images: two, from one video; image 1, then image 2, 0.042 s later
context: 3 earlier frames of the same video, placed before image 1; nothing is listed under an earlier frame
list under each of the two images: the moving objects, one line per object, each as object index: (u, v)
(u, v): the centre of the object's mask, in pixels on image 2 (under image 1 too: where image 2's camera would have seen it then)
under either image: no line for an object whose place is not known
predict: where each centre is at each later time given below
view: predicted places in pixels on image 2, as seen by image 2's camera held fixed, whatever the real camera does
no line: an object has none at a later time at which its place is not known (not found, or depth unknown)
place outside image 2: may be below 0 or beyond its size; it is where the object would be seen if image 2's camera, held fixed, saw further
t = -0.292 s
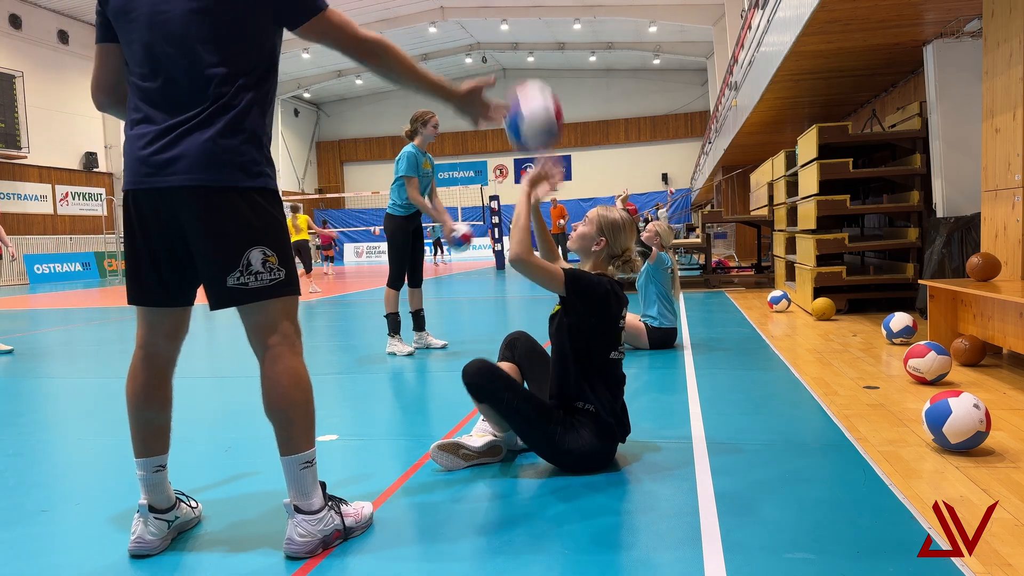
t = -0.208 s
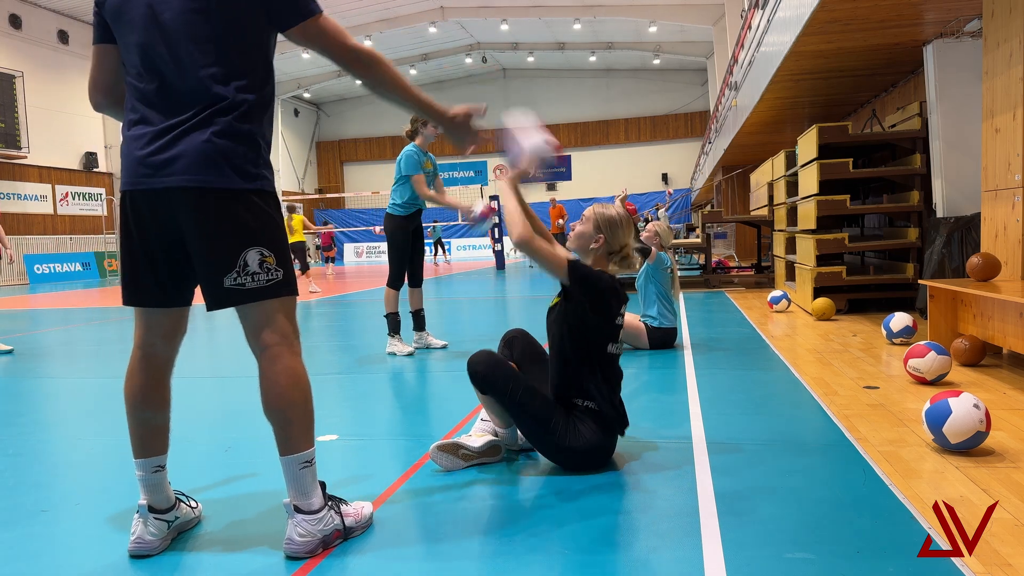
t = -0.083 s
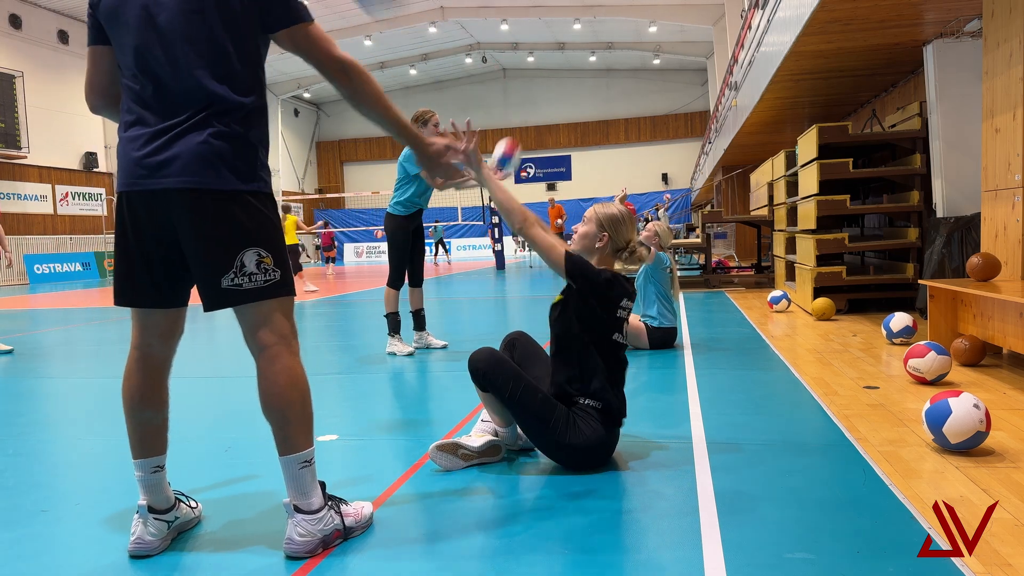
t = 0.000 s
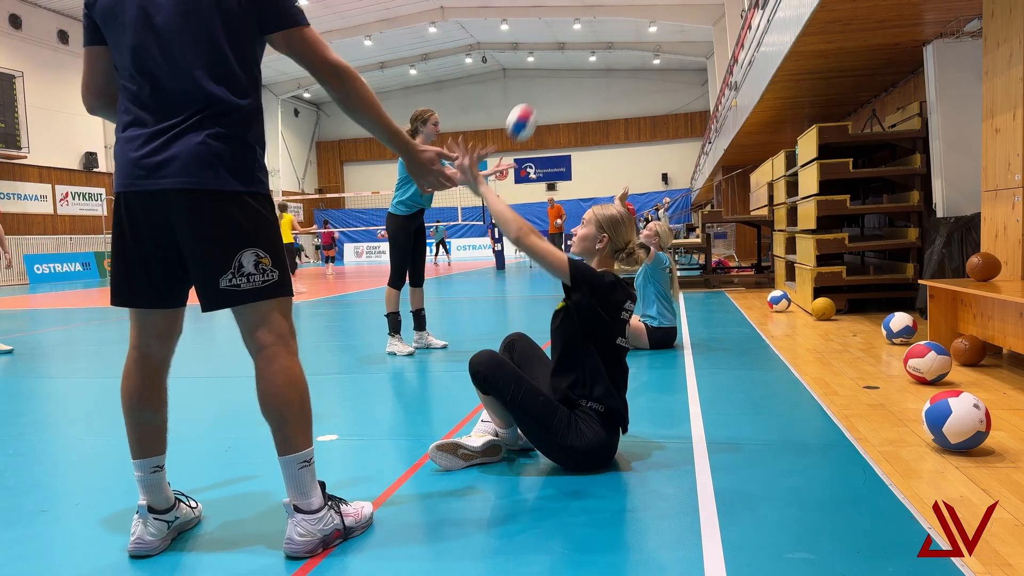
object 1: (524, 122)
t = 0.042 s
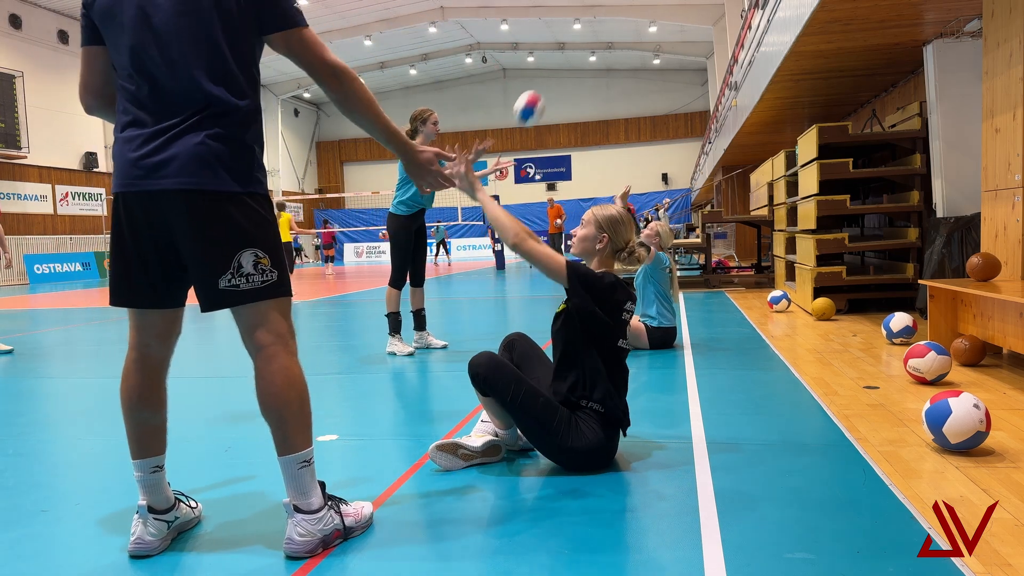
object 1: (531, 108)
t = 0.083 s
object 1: (539, 96)
